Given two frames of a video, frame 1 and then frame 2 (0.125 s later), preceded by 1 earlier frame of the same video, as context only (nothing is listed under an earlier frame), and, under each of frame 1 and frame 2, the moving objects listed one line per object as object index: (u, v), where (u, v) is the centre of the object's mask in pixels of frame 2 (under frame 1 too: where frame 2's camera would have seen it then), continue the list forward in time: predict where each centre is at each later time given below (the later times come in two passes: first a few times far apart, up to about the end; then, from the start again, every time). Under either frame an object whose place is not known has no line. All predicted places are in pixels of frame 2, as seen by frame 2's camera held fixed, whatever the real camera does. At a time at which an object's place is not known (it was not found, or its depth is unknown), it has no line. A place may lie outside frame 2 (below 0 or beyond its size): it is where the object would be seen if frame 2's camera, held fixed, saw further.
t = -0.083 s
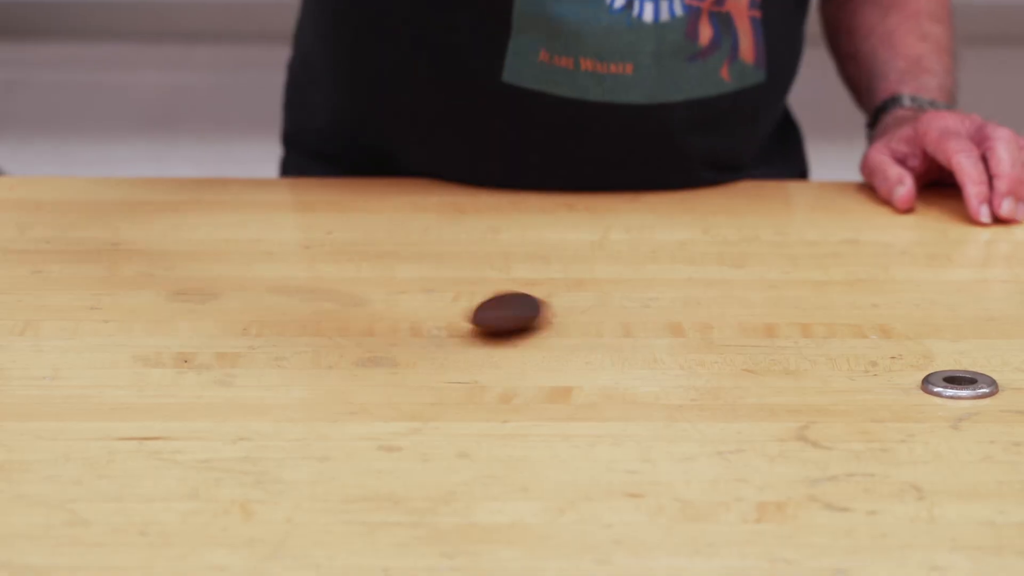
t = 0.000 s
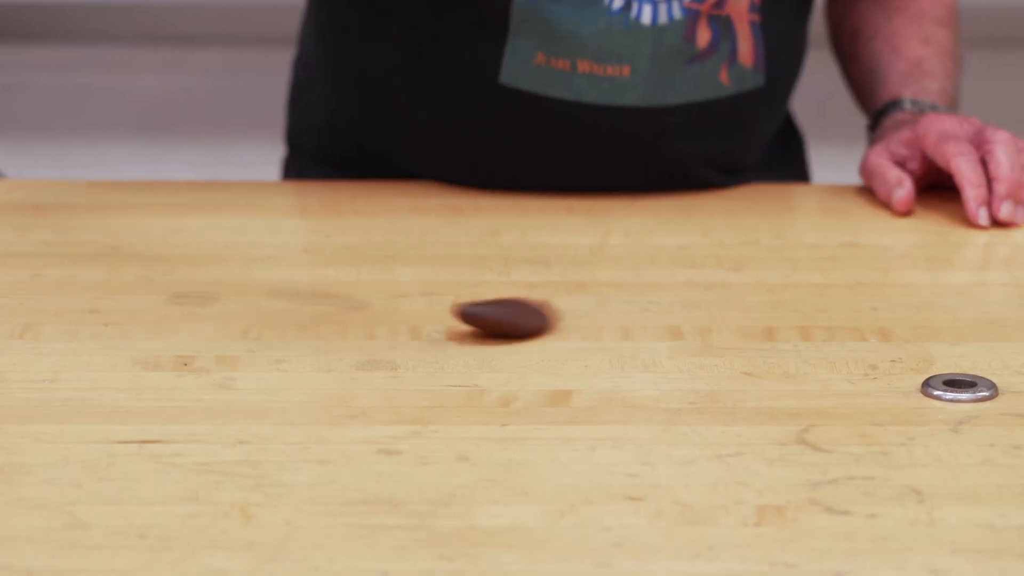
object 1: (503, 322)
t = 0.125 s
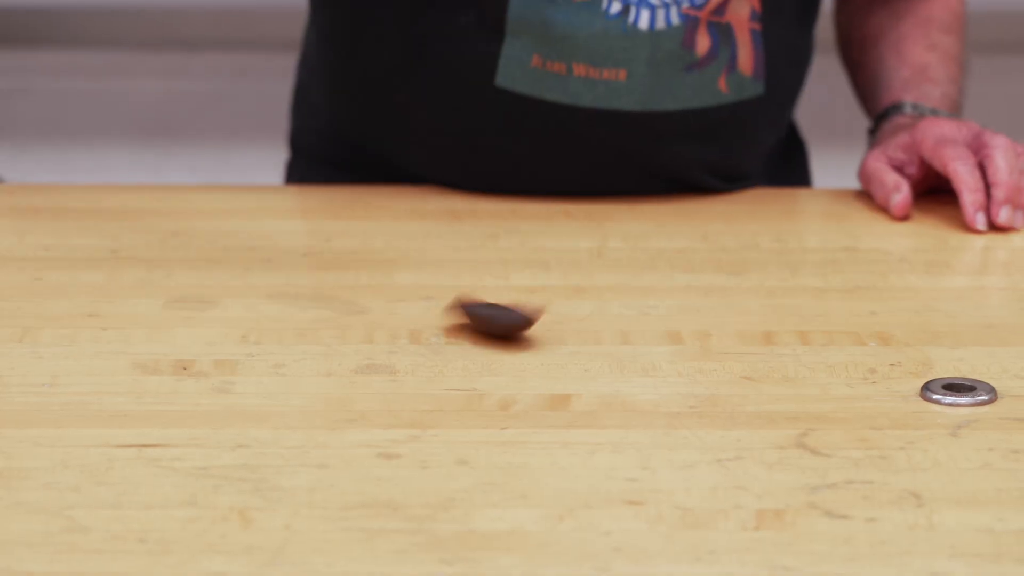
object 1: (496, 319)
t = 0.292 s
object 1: (489, 315)
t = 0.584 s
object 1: (488, 309)
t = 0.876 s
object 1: (476, 315)
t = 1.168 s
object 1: (471, 317)
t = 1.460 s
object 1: (475, 317)
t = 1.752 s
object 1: (473, 315)
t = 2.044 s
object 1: (474, 316)
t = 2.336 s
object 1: (474, 317)
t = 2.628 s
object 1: (474, 318)
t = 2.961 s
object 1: (474, 318)
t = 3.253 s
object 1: (474, 318)
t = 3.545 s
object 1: (473, 318)
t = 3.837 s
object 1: (473, 318)
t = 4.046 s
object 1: (472, 318)
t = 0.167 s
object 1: (492, 315)
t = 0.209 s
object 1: (487, 316)
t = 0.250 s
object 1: (488, 318)
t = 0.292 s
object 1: (489, 315)
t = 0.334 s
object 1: (490, 313)
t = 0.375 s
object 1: (483, 313)
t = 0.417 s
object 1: (480, 309)
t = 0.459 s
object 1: (479, 309)
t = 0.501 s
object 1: (481, 316)
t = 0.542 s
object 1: (486, 311)
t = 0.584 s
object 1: (488, 309)
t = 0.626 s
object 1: (477, 309)
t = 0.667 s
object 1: (484, 314)
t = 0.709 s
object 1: (480, 313)
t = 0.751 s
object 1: (478, 310)
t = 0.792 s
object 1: (474, 314)
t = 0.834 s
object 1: (474, 311)
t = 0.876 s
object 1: (476, 315)
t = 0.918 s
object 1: (475, 315)
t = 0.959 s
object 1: (474, 315)
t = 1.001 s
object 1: (476, 316)
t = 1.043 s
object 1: (475, 317)
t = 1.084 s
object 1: (474, 315)
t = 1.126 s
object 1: (472, 316)
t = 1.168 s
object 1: (471, 317)
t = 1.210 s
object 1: (472, 318)
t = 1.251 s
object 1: (474, 316)
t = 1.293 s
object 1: (473, 317)
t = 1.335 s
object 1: (475, 317)
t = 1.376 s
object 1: (478, 317)
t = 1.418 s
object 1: (475, 316)
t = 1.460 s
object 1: (475, 317)
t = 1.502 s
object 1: (476, 317)
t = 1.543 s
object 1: (473, 316)
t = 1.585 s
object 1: (472, 315)
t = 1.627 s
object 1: (471, 316)
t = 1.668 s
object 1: (472, 315)
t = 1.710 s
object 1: (474, 314)
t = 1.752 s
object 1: (473, 315)
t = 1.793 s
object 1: (474, 316)
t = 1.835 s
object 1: (478, 316)
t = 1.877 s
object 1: (476, 316)
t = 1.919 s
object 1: (475, 315)
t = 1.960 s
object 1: (476, 317)
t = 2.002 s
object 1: (477, 317)
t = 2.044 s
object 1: (474, 316)
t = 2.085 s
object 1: (474, 317)
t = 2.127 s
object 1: (475, 317)
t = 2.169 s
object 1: (473, 317)
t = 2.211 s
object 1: (473, 317)
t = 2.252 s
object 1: (472, 317)
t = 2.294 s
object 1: (473, 317)
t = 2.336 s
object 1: (474, 317)
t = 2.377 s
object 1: (472, 317)
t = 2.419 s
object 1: (472, 318)
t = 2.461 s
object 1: (474, 318)
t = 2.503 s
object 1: (474, 318)
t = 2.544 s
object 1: (472, 317)
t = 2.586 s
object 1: (474, 318)
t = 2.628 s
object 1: (474, 318)
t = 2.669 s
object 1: (473, 317)
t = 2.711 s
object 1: (474, 318)
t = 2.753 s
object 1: (475, 318)
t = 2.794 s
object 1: (473, 318)
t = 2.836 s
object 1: (474, 318)
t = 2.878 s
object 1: (475, 317)
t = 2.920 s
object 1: (473, 318)
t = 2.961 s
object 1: (474, 318)
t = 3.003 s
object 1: (475, 318)
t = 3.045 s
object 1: (474, 318)
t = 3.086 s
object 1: (473, 318)
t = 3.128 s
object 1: (474, 318)
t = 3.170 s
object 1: (474, 318)
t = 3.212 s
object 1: (473, 318)
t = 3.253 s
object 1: (474, 318)
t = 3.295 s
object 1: (474, 318)
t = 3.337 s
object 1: (473, 318)
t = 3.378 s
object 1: (474, 318)
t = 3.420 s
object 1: (473, 318)
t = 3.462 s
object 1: (473, 318)
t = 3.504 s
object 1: (474, 318)
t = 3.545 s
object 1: (473, 318)
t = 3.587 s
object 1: (473, 318)
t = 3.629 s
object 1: (474, 318)
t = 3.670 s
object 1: (473, 318)
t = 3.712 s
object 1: (473, 318)
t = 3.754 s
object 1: (473, 318)
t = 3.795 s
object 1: (473, 318)
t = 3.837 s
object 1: (473, 318)
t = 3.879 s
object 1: (473, 318)
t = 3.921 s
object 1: (473, 318)
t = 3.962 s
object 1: (473, 318)
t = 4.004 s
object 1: (472, 318)
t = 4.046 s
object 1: (472, 318)
